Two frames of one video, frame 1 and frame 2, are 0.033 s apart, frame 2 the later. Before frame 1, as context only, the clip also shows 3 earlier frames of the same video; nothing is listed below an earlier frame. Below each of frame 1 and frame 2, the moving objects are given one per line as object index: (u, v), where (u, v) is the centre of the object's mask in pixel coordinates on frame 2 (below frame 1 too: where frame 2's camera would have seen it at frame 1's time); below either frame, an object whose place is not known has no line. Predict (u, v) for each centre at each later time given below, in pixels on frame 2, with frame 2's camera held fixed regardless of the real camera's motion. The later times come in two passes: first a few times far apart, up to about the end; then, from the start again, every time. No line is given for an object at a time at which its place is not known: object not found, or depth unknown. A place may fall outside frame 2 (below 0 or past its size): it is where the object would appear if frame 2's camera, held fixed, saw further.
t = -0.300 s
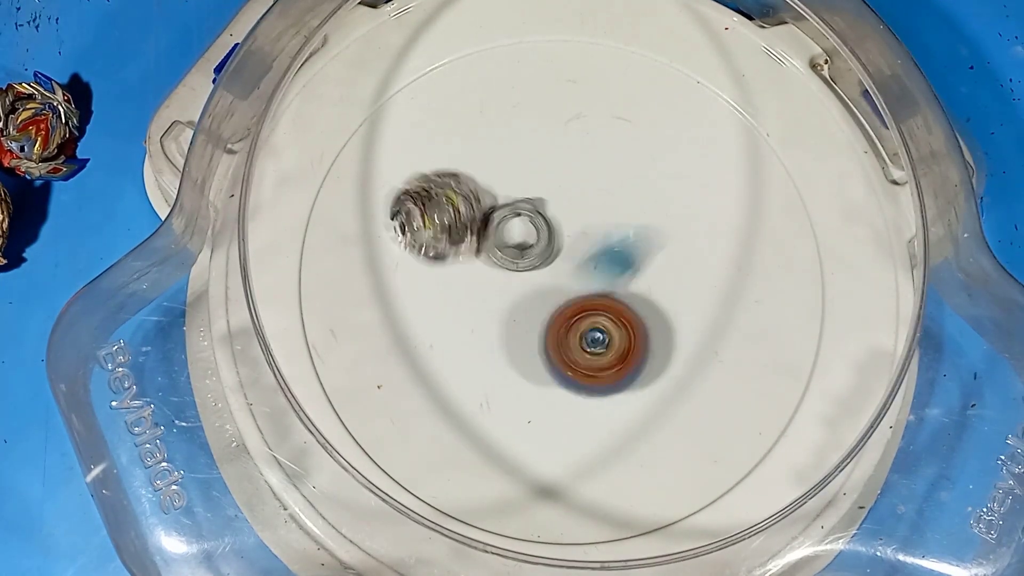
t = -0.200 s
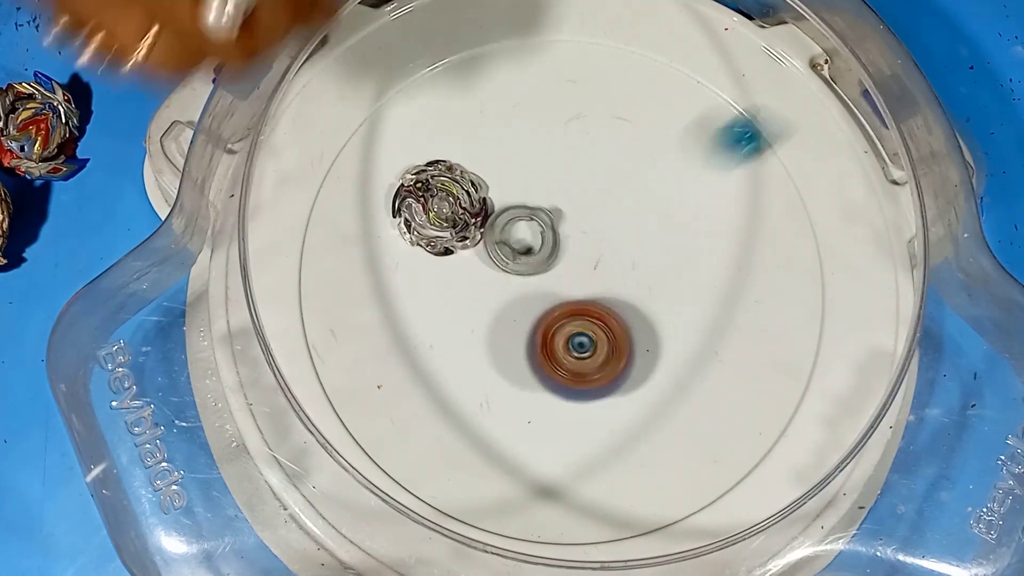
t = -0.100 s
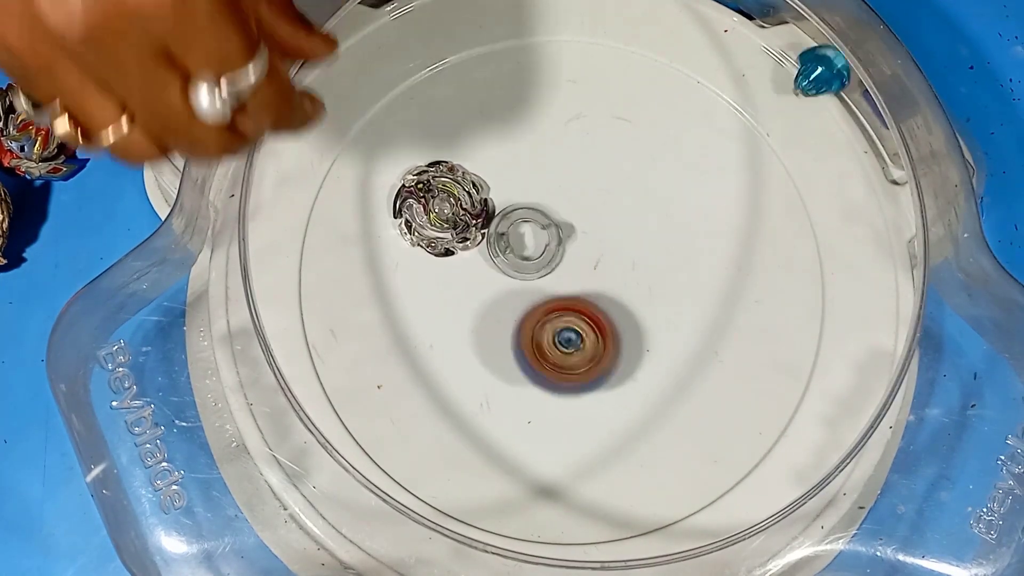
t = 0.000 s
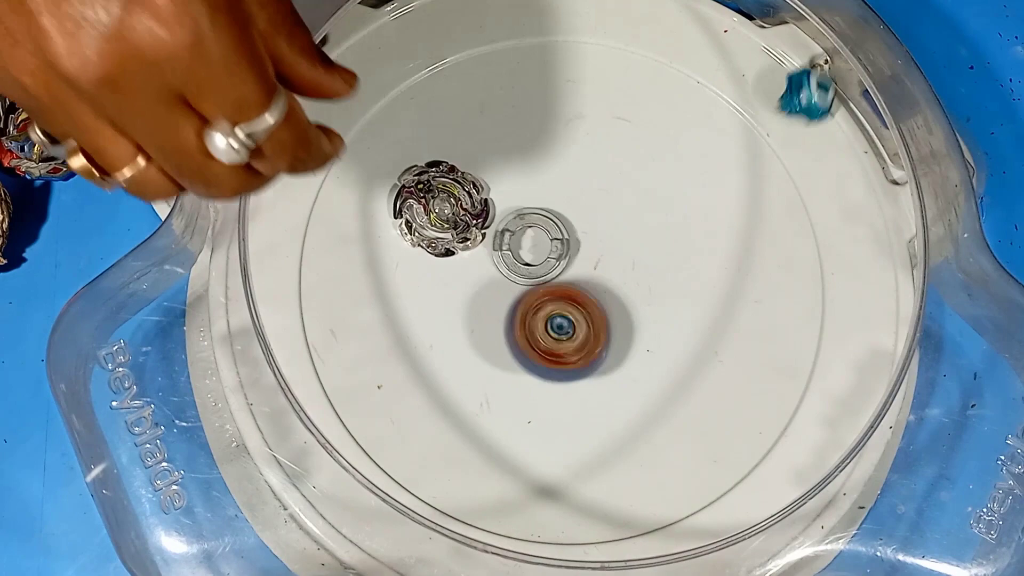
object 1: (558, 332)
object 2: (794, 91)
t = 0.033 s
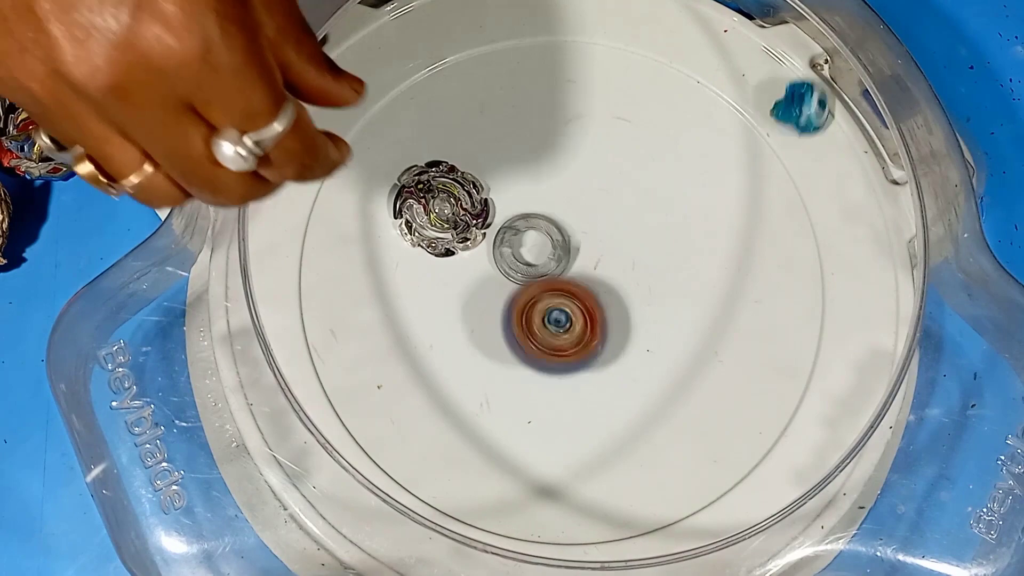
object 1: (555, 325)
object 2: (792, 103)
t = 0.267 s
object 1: (514, 288)
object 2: (703, 171)
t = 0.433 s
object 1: (500, 287)
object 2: (669, 227)
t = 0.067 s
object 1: (553, 319)
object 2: (789, 111)
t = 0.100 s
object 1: (553, 311)
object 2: (783, 122)
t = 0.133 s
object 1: (551, 302)
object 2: (770, 137)
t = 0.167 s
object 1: (549, 294)
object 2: (754, 149)
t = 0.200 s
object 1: (544, 288)
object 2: (740, 155)
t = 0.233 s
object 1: (529, 289)
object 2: (718, 163)
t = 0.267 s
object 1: (514, 288)
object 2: (703, 171)
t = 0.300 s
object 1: (507, 289)
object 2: (690, 186)
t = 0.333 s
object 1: (504, 289)
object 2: (678, 197)
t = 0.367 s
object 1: (502, 289)
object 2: (670, 208)
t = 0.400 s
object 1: (500, 288)
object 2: (667, 219)
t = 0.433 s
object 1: (500, 287)
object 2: (669, 227)
